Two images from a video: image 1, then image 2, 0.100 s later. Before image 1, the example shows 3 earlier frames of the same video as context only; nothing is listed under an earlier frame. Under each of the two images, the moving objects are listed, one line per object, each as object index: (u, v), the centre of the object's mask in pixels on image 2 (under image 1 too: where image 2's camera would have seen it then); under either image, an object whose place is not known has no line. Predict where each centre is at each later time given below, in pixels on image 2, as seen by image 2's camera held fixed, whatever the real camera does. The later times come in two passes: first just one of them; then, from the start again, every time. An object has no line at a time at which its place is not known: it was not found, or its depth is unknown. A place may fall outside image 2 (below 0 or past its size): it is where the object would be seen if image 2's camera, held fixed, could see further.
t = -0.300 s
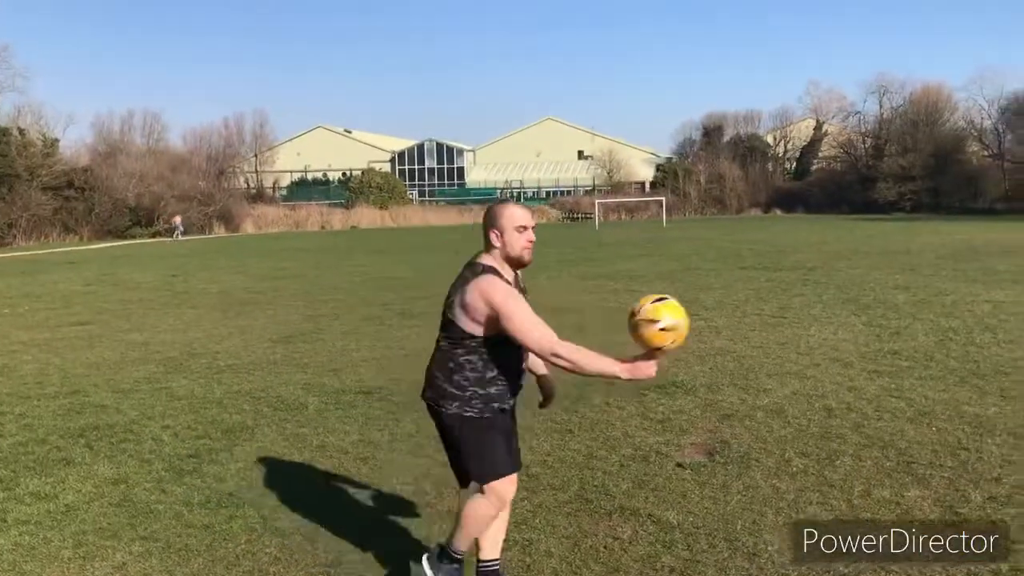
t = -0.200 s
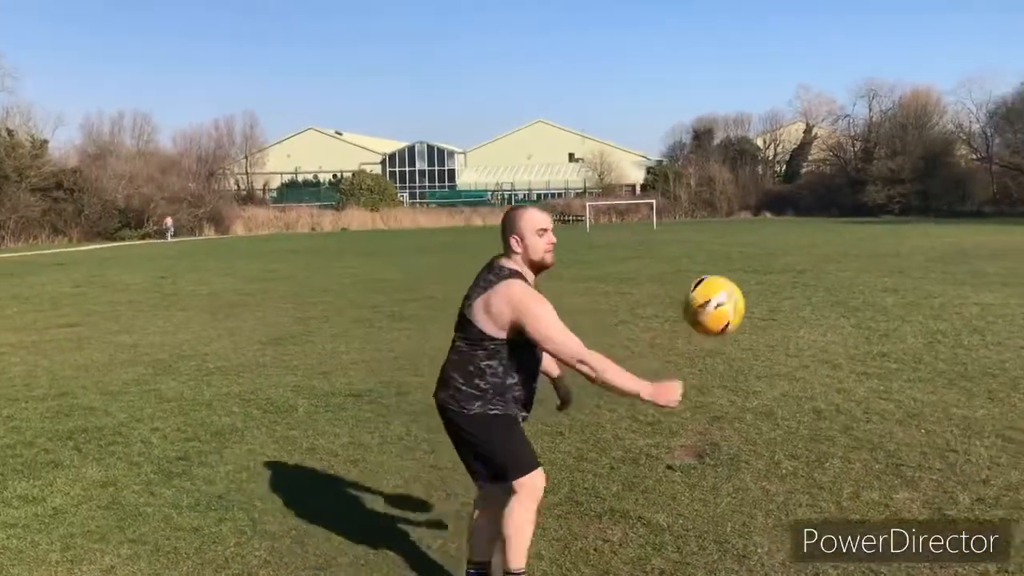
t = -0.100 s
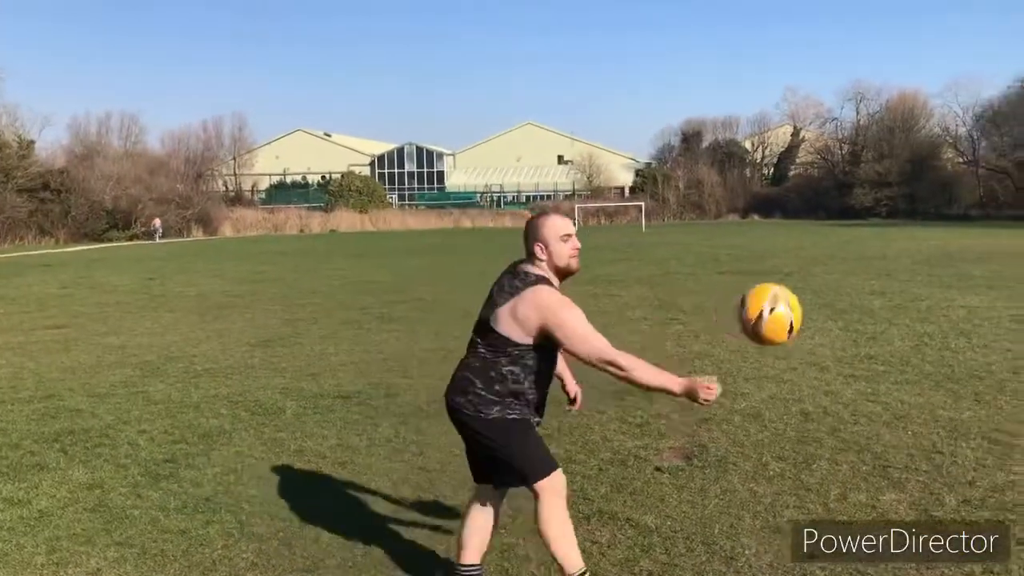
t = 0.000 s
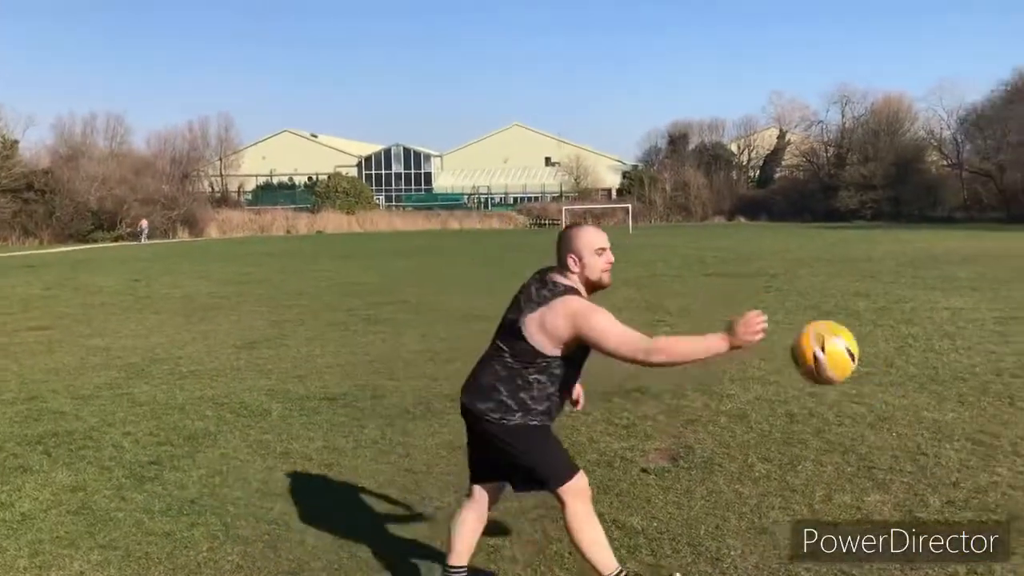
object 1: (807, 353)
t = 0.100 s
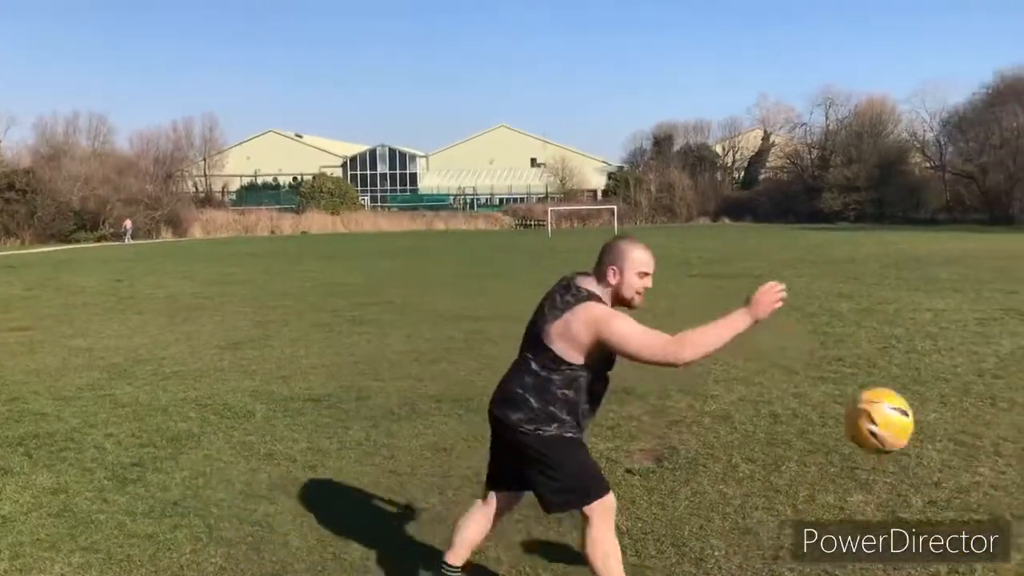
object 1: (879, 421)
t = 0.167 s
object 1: (928, 484)
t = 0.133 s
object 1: (904, 451)
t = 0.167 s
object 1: (928, 484)
